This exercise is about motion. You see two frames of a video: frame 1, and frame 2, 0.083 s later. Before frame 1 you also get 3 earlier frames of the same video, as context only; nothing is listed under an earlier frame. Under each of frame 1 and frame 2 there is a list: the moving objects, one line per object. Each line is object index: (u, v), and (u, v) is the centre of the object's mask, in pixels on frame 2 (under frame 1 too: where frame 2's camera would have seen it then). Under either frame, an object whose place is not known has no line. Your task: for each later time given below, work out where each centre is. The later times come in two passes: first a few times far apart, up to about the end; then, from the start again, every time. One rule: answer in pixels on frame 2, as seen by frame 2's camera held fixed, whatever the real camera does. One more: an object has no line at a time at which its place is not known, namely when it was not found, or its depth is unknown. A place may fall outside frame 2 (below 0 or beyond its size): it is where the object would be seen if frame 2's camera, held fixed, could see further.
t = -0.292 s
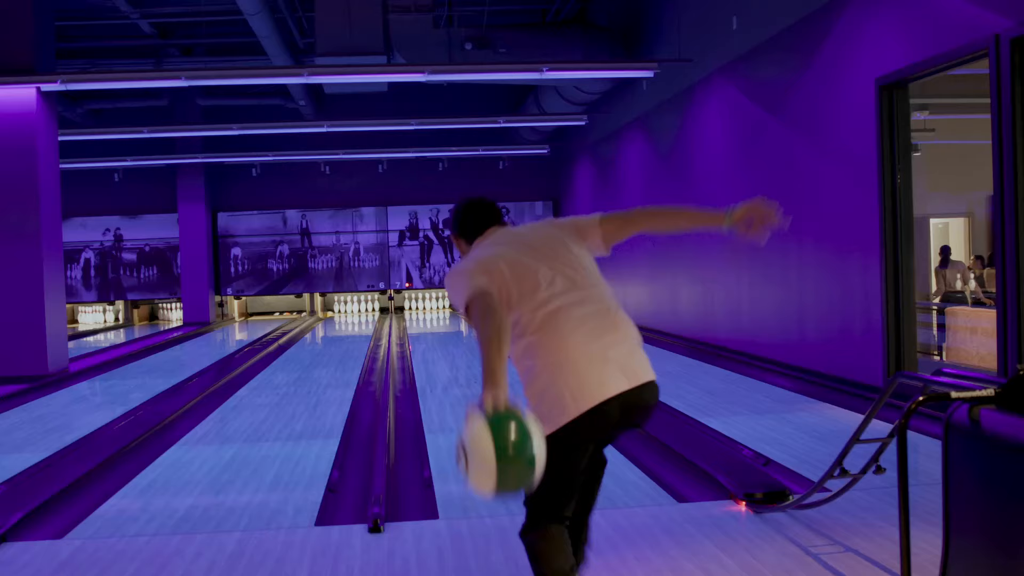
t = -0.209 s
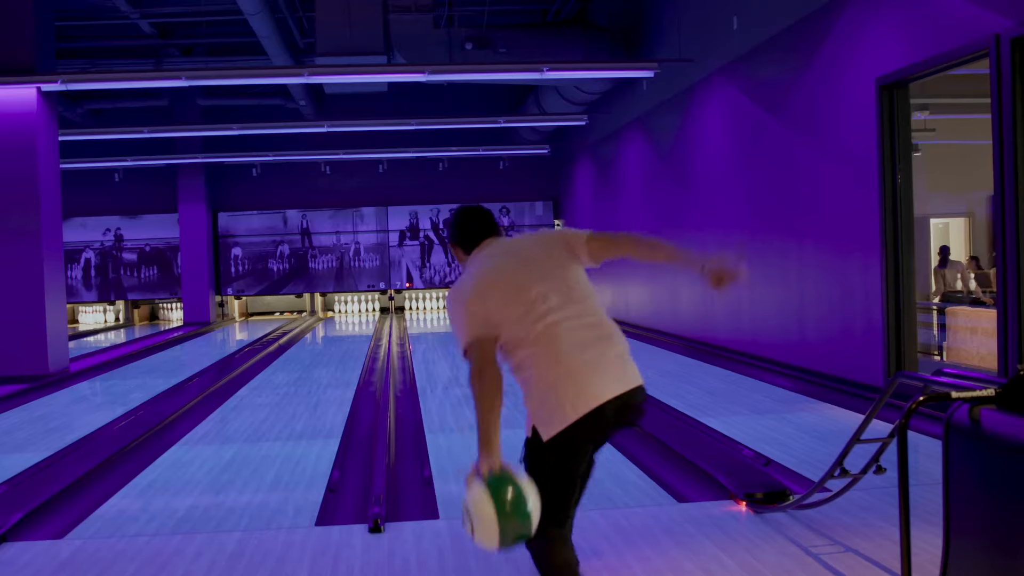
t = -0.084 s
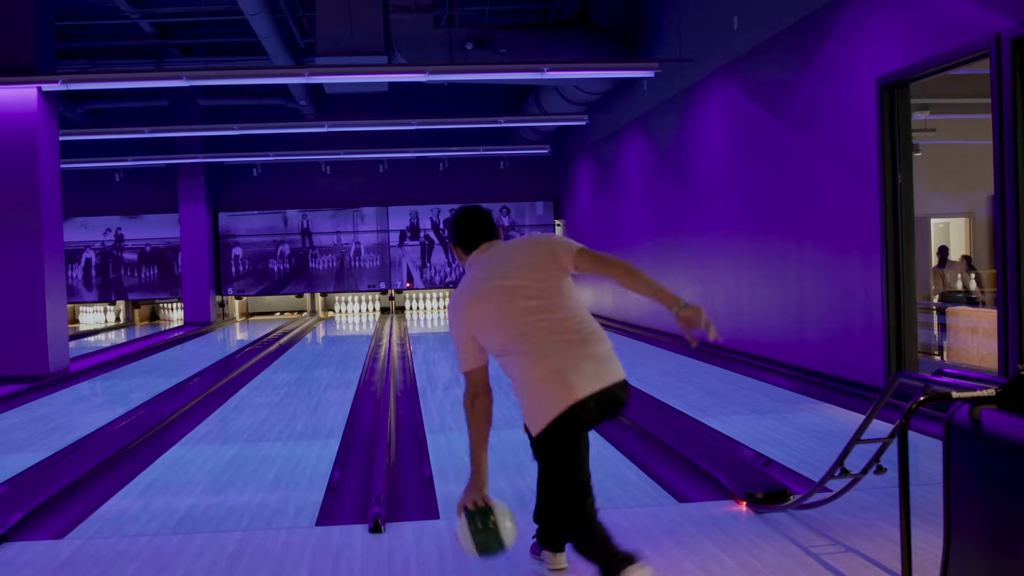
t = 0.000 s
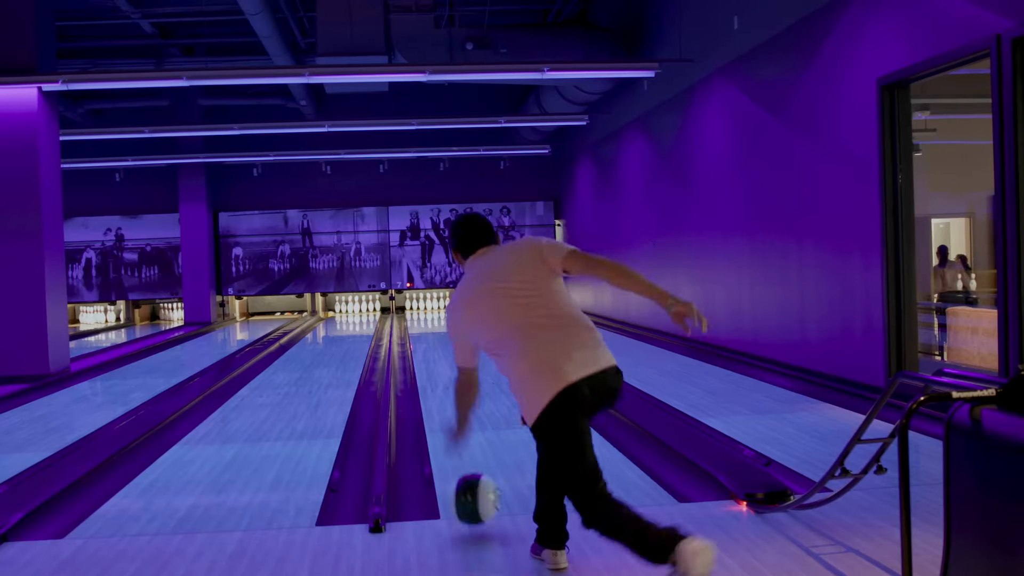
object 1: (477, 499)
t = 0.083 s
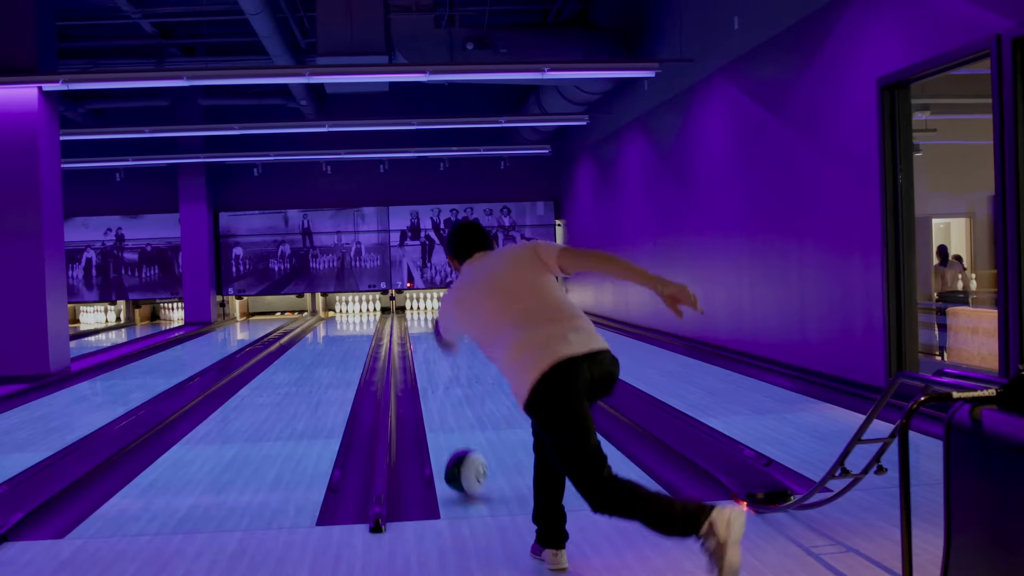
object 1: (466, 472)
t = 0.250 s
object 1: (453, 429)
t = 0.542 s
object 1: (443, 382)
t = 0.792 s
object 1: (436, 362)
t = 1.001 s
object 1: (433, 348)
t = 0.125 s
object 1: (462, 460)
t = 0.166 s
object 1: (459, 450)
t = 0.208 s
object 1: (456, 439)
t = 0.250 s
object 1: (453, 429)
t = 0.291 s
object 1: (451, 420)
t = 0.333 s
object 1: (449, 412)
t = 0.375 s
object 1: (447, 406)
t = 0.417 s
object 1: (446, 399)
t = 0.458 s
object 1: (444, 393)
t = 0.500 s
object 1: (443, 387)
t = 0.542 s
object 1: (443, 382)
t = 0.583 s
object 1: (440, 380)
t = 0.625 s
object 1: (439, 375)
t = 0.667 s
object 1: (438, 372)
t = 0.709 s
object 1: (438, 368)
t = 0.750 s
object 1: (436, 365)
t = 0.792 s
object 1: (436, 362)
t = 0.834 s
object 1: (435, 359)
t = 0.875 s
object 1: (434, 356)
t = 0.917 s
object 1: (434, 353)
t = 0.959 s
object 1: (434, 351)
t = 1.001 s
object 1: (433, 348)
